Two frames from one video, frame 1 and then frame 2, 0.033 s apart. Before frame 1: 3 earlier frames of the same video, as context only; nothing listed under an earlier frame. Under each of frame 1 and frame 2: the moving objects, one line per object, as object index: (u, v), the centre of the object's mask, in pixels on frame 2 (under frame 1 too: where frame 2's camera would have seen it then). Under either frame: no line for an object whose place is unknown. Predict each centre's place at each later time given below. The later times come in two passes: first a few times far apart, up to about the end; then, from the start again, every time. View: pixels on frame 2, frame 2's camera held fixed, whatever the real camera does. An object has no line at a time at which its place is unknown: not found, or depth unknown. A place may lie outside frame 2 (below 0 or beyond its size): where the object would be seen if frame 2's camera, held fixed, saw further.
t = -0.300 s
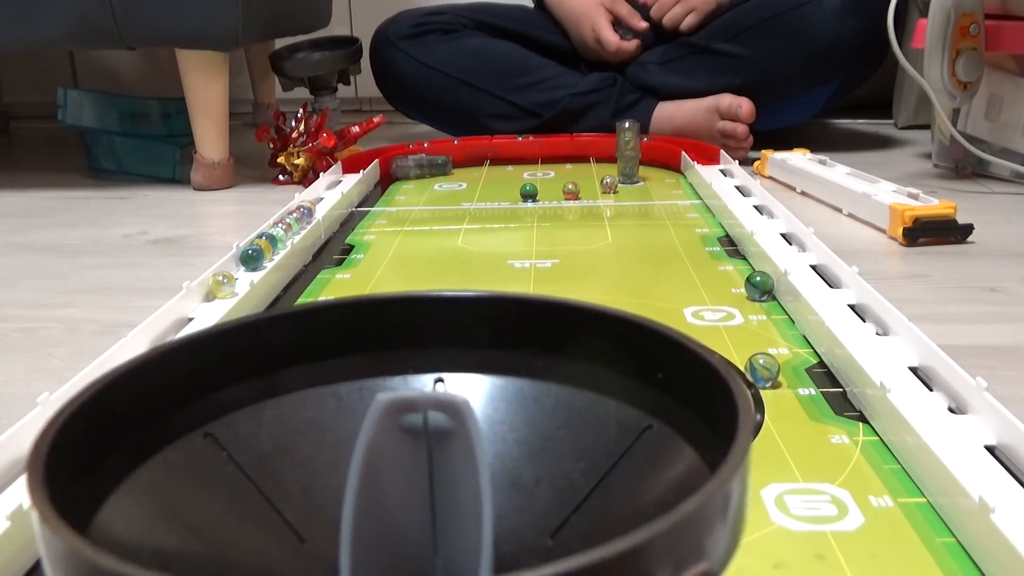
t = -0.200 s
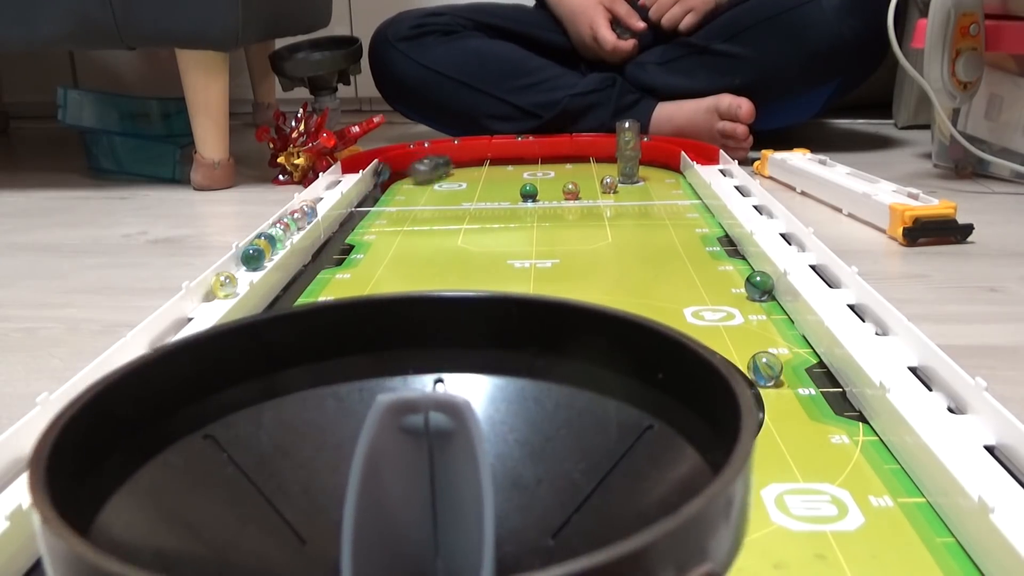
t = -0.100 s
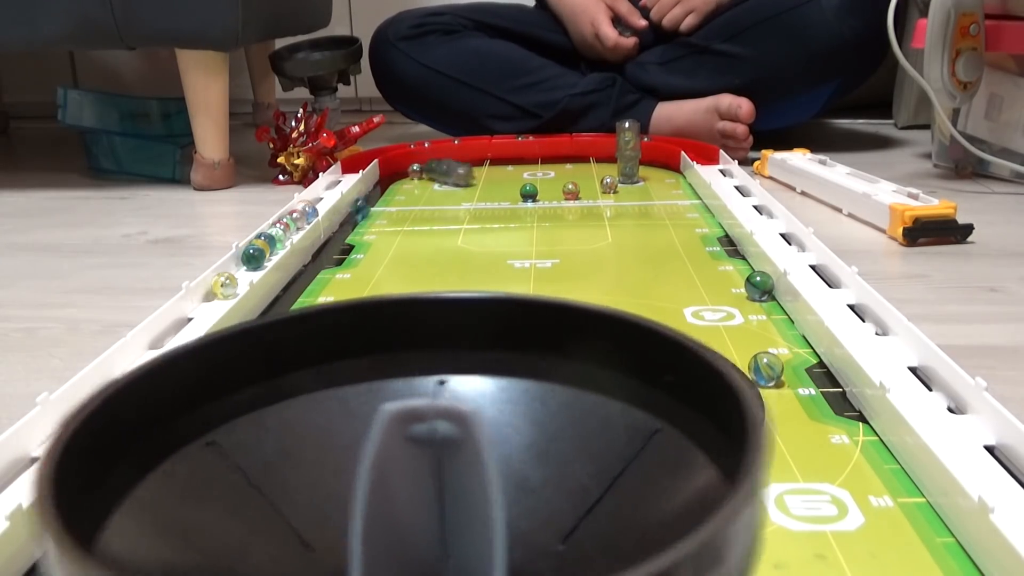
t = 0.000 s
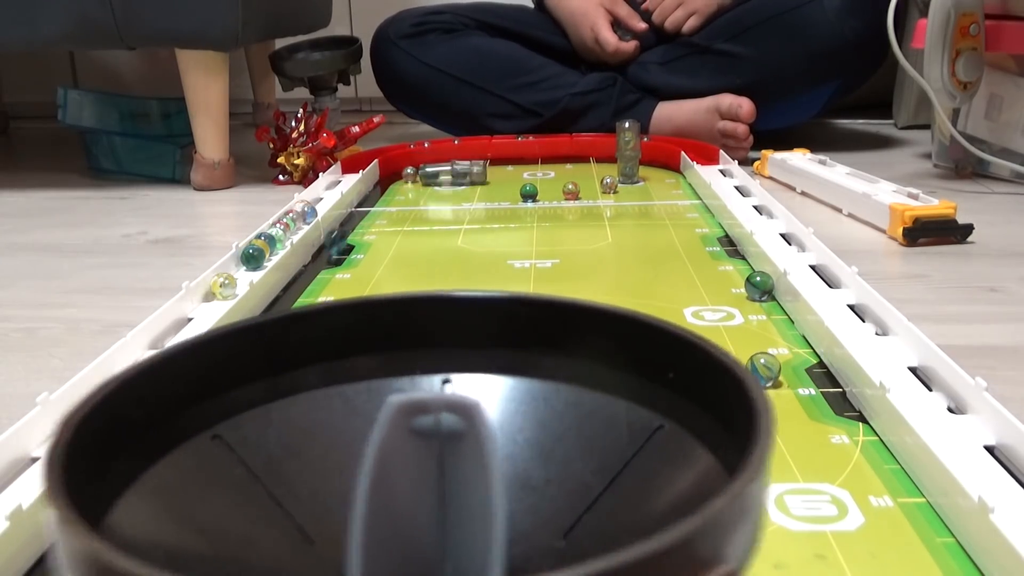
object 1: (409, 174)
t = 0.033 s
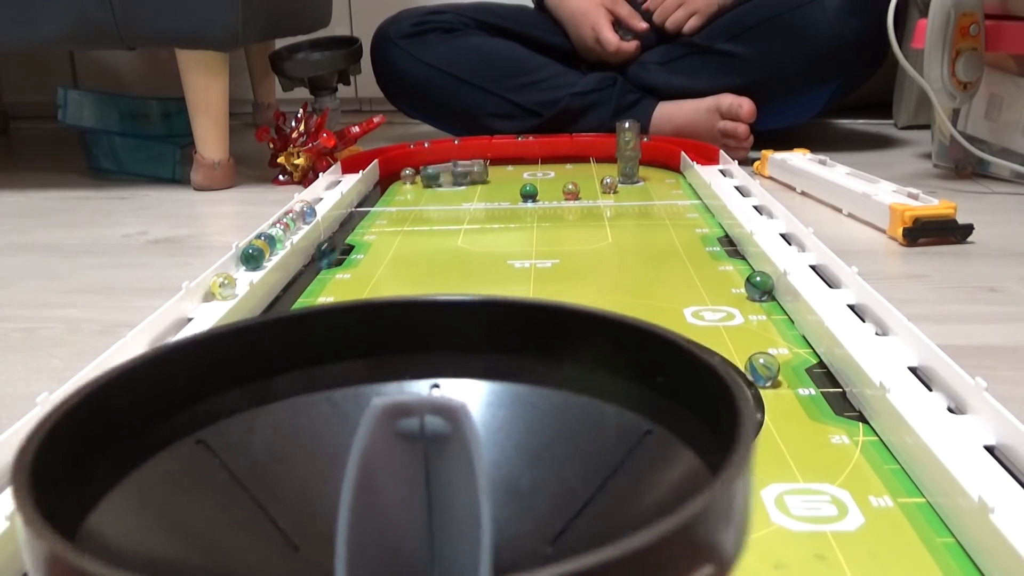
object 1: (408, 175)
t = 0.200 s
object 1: (402, 180)
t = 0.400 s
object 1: (400, 187)
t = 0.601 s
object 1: (399, 196)
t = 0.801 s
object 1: (400, 204)
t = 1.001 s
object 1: (402, 209)
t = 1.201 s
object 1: (405, 213)
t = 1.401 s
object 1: (404, 216)
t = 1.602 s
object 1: (394, 220)
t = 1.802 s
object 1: (382, 224)
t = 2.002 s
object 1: (366, 229)
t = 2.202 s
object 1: (344, 236)
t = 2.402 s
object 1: (323, 247)
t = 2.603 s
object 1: (315, 256)
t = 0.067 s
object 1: (407, 177)
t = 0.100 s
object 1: (405, 177)
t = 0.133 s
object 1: (404, 178)
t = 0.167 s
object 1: (403, 179)
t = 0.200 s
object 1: (402, 180)
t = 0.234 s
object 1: (402, 181)
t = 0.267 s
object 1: (401, 183)
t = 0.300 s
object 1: (401, 184)
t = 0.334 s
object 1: (400, 185)
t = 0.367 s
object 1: (400, 186)
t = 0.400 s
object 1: (400, 187)
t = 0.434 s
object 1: (399, 188)
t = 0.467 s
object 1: (399, 190)
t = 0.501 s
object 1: (399, 191)
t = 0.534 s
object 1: (399, 193)
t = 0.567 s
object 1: (399, 194)
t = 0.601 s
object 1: (399, 196)
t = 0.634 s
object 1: (399, 197)
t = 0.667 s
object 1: (399, 198)
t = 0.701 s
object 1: (399, 200)
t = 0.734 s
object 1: (399, 201)
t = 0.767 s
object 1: (400, 203)
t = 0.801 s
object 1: (400, 204)
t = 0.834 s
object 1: (400, 205)
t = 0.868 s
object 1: (400, 206)
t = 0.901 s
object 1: (400, 207)
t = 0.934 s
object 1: (401, 208)
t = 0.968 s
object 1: (402, 208)
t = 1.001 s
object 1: (402, 209)
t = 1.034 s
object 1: (403, 210)
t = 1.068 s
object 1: (404, 210)
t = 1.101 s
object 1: (404, 211)
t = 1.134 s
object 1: (404, 211)
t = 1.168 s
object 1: (405, 212)
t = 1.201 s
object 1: (405, 213)
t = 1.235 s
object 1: (405, 213)
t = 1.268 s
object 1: (405, 213)
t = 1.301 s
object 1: (405, 214)
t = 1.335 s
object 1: (405, 214)
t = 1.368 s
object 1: (404, 215)
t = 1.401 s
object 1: (404, 216)
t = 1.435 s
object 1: (403, 216)
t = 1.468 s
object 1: (401, 217)
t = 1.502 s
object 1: (400, 217)
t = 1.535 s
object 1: (398, 219)
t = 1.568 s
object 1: (396, 219)
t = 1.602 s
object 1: (394, 220)
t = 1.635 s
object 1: (393, 221)
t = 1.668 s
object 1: (391, 221)
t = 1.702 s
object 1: (389, 222)
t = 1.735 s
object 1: (387, 222)
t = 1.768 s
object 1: (385, 223)
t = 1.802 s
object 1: (382, 224)
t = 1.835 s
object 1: (380, 224)
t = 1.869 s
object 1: (377, 225)
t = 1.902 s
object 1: (374, 225)
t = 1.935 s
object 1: (372, 226)
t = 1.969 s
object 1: (369, 227)
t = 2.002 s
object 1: (366, 229)
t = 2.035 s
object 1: (363, 230)
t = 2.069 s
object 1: (360, 231)
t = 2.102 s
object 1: (356, 232)
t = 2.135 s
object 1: (353, 234)
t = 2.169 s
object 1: (348, 234)
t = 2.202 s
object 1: (344, 236)
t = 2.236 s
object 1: (340, 238)
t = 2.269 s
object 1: (335, 240)
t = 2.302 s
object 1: (329, 243)
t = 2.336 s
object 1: (326, 244)
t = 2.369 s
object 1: (325, 245)
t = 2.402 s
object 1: (323, 247)
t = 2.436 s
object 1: (322, 248)
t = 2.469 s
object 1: (320, 250)
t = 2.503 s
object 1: (319, 252)
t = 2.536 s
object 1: (317, 253)
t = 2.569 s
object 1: (316, 255)
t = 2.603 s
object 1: (315, 256)
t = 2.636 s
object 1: (314, 257)
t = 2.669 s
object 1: (312, 259)
